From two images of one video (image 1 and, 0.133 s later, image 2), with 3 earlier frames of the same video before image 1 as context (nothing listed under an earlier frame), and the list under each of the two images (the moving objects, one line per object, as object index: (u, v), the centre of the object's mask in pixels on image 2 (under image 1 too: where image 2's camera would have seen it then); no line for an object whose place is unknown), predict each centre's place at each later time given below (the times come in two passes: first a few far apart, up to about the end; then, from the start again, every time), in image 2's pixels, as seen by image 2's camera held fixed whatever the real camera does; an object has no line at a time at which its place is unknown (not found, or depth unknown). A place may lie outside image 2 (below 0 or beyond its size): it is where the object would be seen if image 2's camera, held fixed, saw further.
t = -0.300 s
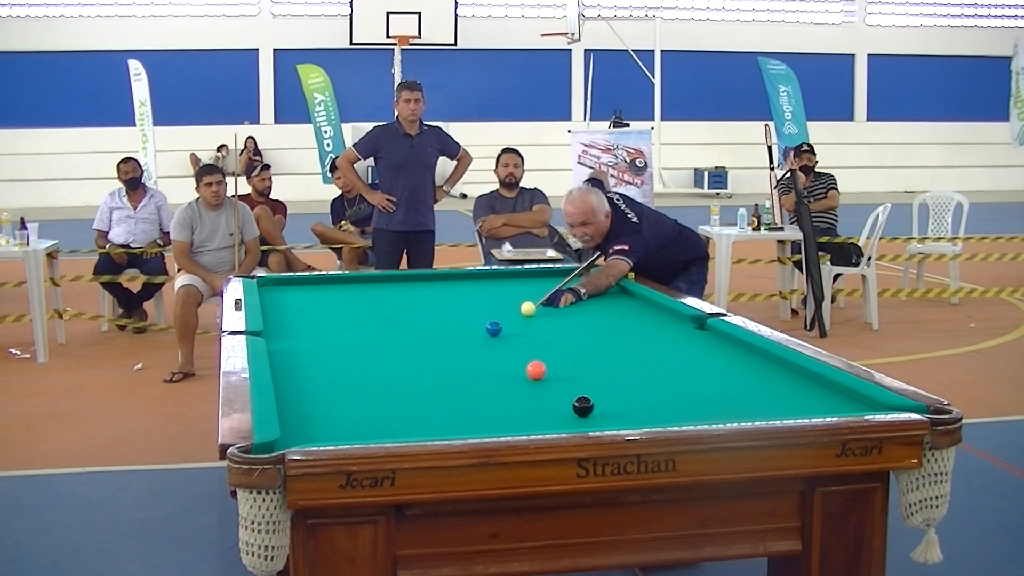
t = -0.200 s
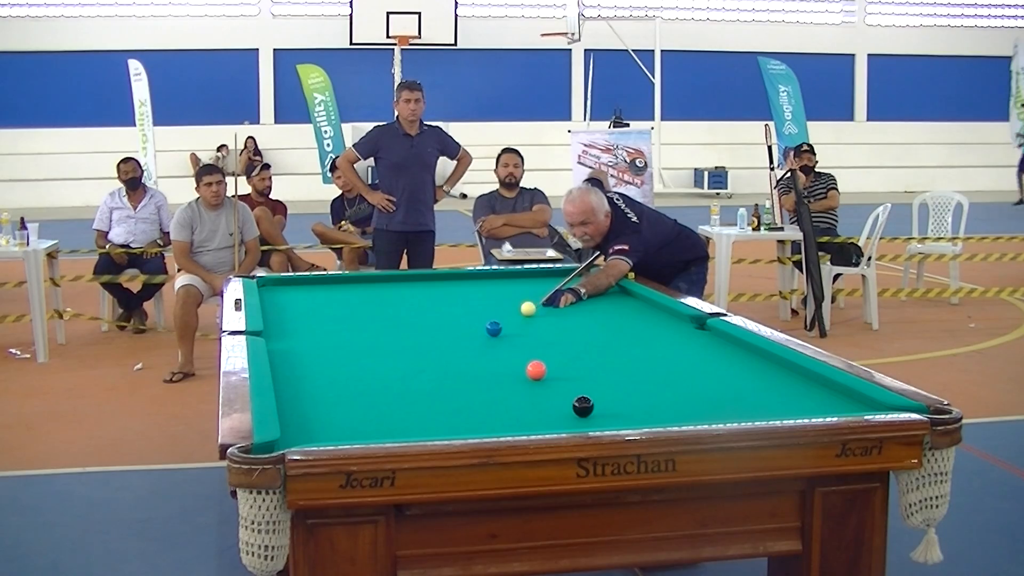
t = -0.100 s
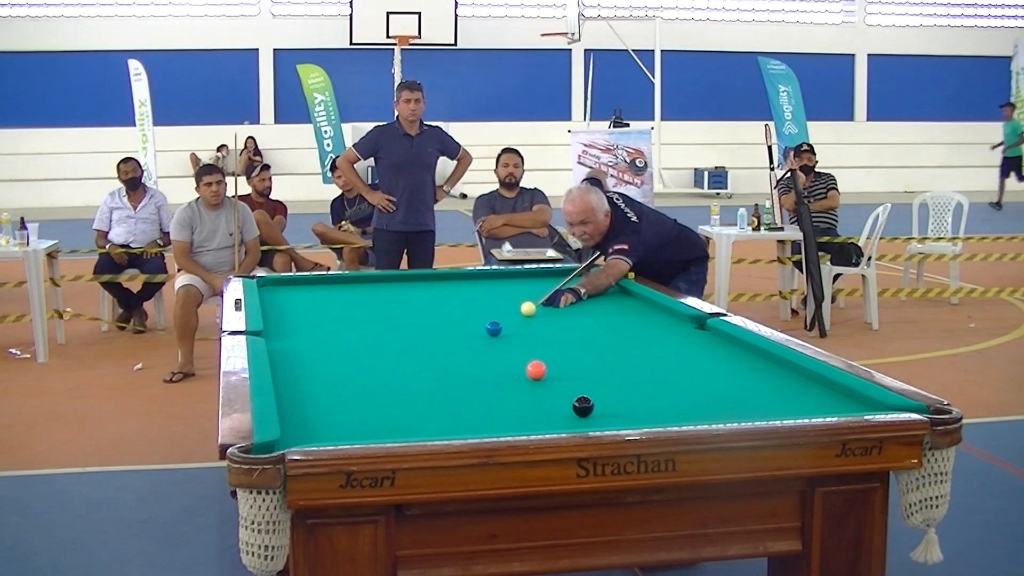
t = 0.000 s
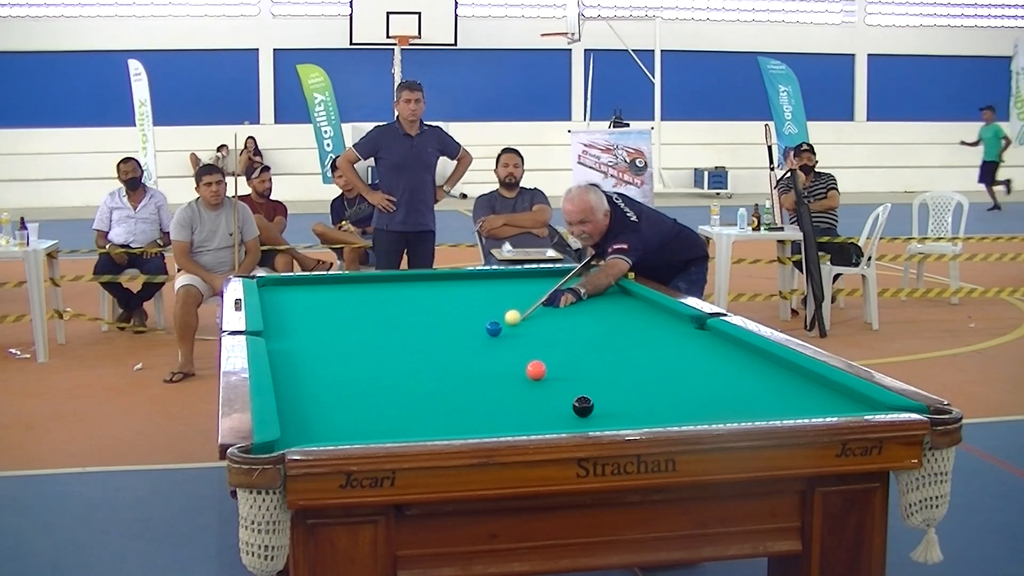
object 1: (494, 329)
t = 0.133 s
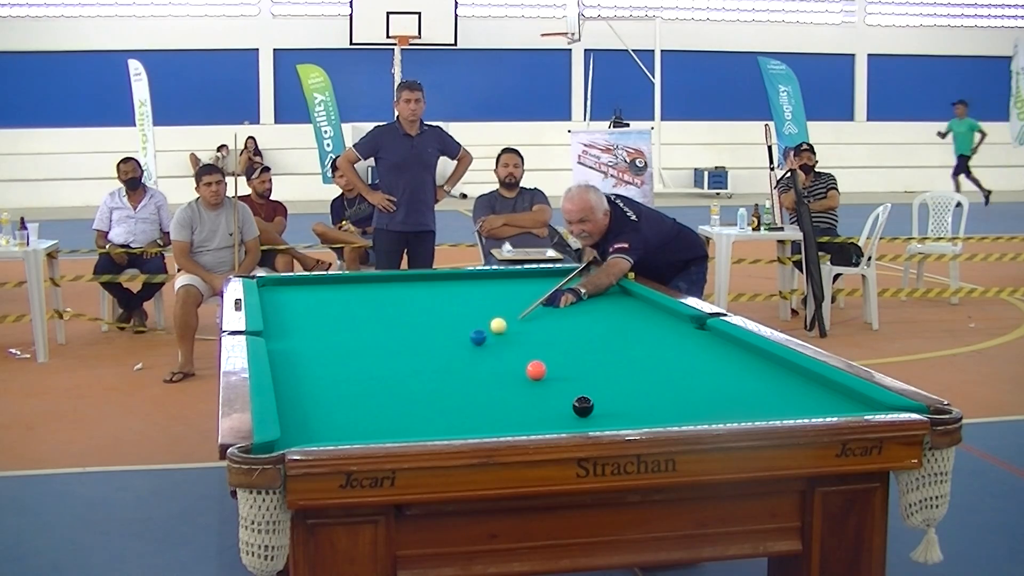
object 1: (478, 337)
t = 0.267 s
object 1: (447, 355)
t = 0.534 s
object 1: (382, 392)
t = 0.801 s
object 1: (298, 436)
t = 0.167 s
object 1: (470, 342)
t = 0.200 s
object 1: (463, 346)
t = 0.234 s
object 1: (455, 351)
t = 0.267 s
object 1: (447, 355)
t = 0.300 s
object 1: (439, 359)
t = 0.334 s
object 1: (431, 364)
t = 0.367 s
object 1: (423, 368)
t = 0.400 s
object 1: (416, 373)
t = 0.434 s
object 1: (407, 377)
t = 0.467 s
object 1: (399, 382)
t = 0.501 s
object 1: (390, 387)
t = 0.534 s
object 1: (382, 392)
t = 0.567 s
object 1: (372, 397)
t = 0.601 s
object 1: (363, 403)
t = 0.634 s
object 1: (353, 408)
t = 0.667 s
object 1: (342, 414)
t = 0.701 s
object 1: (332, 419)
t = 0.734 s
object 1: (321, 426)
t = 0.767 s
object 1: (310, 432)
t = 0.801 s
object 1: (298, 436)
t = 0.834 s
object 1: (285, 442)
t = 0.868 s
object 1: (271, 448)
